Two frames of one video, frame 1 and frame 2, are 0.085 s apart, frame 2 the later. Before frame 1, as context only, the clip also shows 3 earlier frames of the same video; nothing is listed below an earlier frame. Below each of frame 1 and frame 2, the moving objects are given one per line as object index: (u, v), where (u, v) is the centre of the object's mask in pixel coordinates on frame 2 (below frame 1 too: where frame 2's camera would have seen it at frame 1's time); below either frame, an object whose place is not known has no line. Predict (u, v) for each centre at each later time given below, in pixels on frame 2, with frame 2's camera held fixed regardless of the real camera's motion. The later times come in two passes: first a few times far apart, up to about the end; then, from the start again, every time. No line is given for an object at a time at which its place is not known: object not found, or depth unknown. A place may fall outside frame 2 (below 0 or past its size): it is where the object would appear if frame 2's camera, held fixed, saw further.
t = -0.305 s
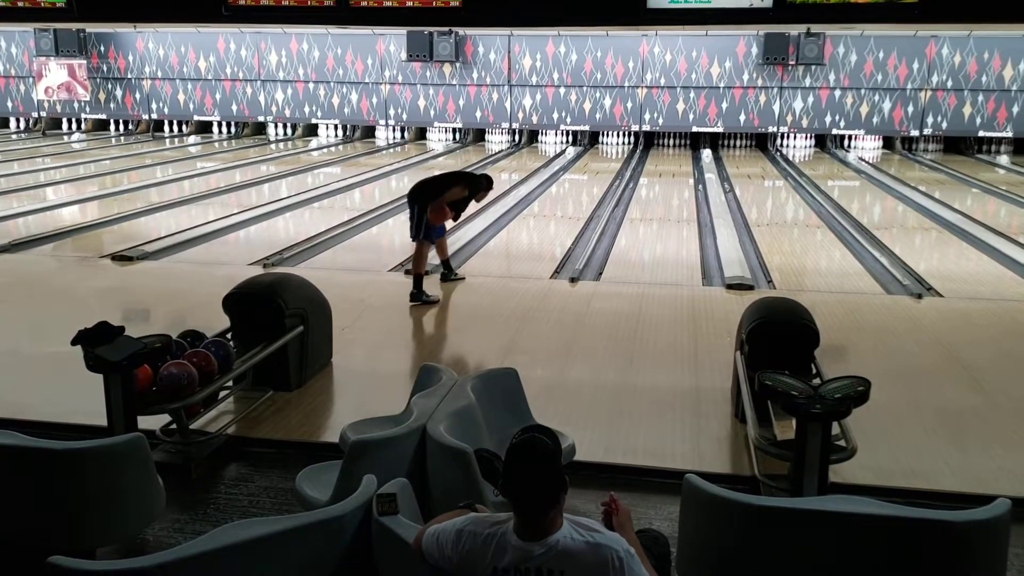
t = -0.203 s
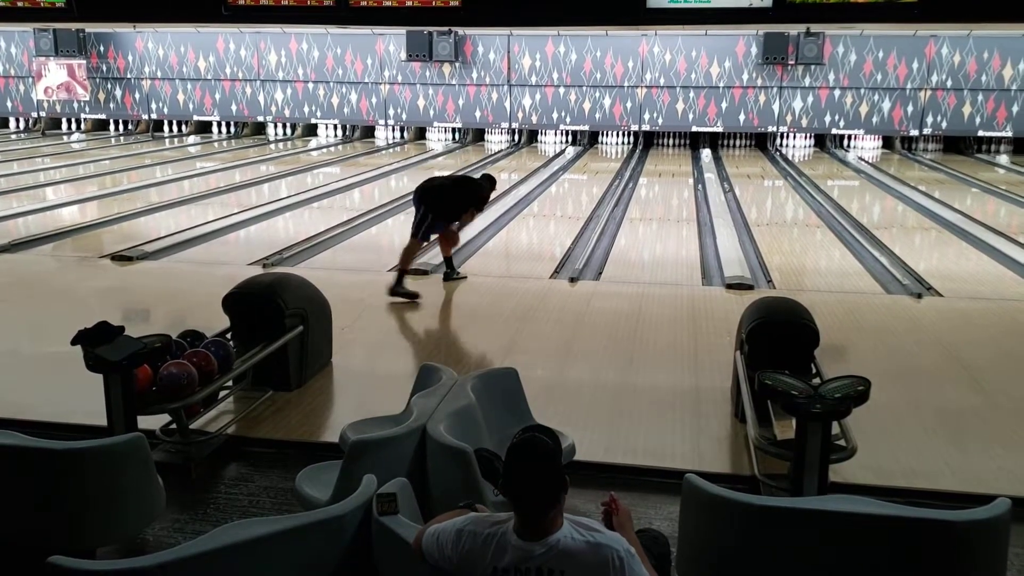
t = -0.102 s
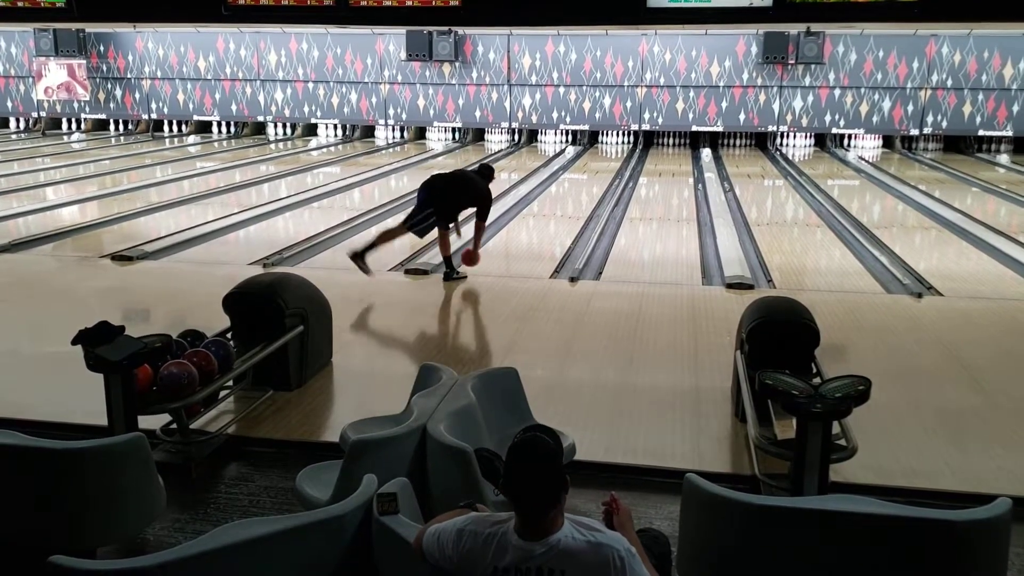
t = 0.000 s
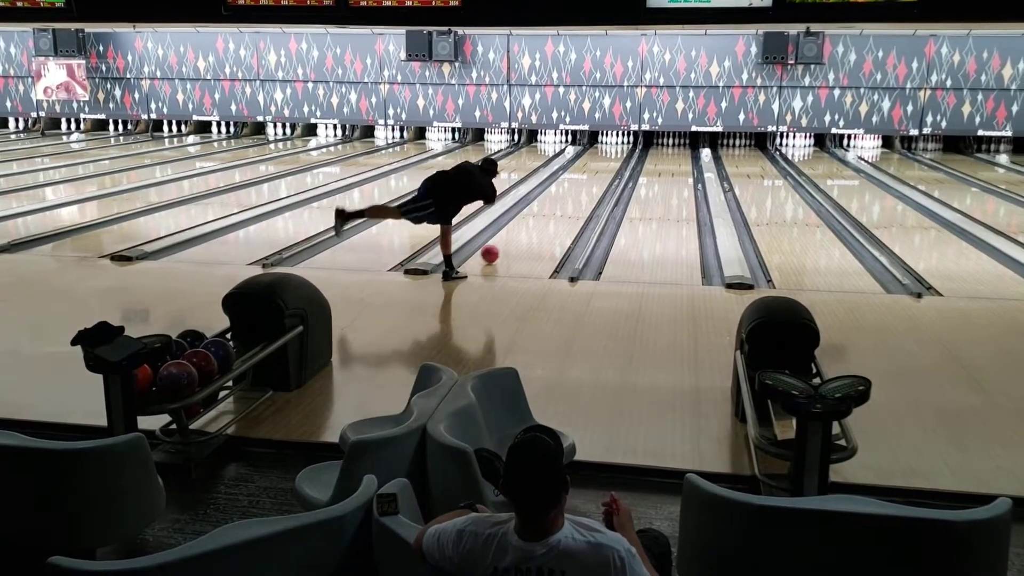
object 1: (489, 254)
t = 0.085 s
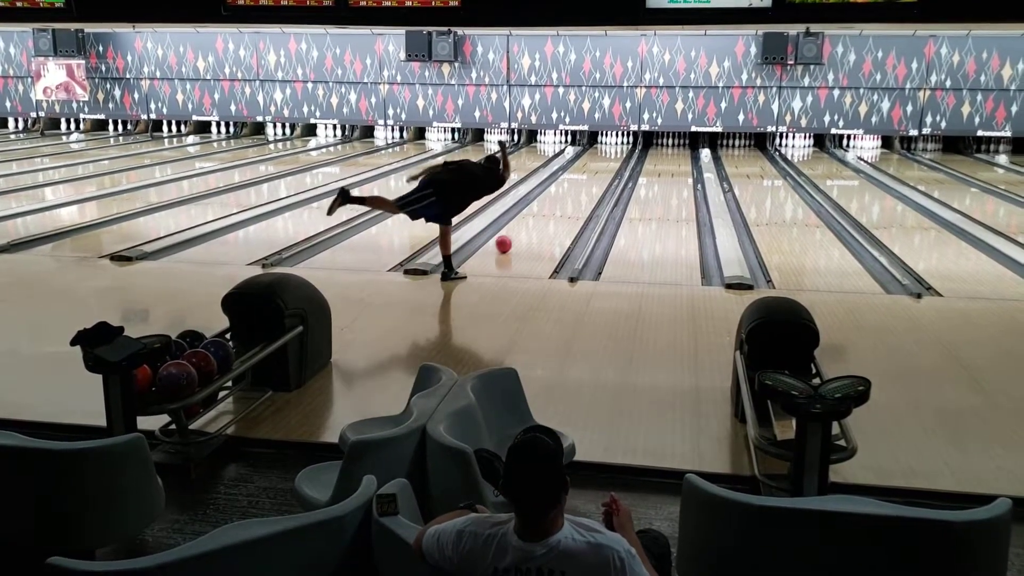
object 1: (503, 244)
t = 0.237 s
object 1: (525, 228)
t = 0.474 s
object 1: (552, 209)
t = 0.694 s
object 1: (571, 194)
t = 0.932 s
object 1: (587, 182)
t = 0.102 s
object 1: (506, 242)
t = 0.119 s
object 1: (508, 240)
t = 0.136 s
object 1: (511, 238)
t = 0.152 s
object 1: (514, 236)
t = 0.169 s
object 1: (516, 235)
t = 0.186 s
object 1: (518, 233)
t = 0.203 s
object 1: (521, 231)
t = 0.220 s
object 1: (523, 230)
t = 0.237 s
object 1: (525, 228)
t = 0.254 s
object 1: (527, 227)
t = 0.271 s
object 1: (529, 225)
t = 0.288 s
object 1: (531, 223)
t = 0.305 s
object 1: (533, 222)
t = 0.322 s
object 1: (535, 221)
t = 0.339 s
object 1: (537, 219)
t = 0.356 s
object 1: (539, 218)
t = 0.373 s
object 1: (541, 216)
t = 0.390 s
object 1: (543, 215)
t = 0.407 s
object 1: (545, 214)
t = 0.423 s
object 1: (547, 212)
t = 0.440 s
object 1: (548, 211)
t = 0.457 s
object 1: (550, 210)
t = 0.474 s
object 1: (552, 209)
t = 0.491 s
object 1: (553, 207)
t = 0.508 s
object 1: (555, 206)
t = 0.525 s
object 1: (556, 205)
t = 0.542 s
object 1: (558, 204)
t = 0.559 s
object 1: (560, 203)
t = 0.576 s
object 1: (561, 201)
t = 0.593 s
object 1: (563, 200)
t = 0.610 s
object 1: (564, 199)
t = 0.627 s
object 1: (566, 198)
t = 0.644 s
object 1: (567, 197)
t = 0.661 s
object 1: (568, 196)
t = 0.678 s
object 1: (570, 195)
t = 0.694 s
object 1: (571, 194)
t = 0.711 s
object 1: (572, 193)
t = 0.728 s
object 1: (574, 192)
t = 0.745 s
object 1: (575, 191)
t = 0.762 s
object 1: (576, 190)
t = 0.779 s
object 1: (577, 189)
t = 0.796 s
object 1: (578, 188)
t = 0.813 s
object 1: (580, 187)
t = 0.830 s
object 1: (581, 186)
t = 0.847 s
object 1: (582, 186)
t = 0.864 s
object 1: (583, 185)
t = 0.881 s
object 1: (584, 184)
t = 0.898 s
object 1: (585, 183)
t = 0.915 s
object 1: (586, 183)
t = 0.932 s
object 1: (587, 182)
